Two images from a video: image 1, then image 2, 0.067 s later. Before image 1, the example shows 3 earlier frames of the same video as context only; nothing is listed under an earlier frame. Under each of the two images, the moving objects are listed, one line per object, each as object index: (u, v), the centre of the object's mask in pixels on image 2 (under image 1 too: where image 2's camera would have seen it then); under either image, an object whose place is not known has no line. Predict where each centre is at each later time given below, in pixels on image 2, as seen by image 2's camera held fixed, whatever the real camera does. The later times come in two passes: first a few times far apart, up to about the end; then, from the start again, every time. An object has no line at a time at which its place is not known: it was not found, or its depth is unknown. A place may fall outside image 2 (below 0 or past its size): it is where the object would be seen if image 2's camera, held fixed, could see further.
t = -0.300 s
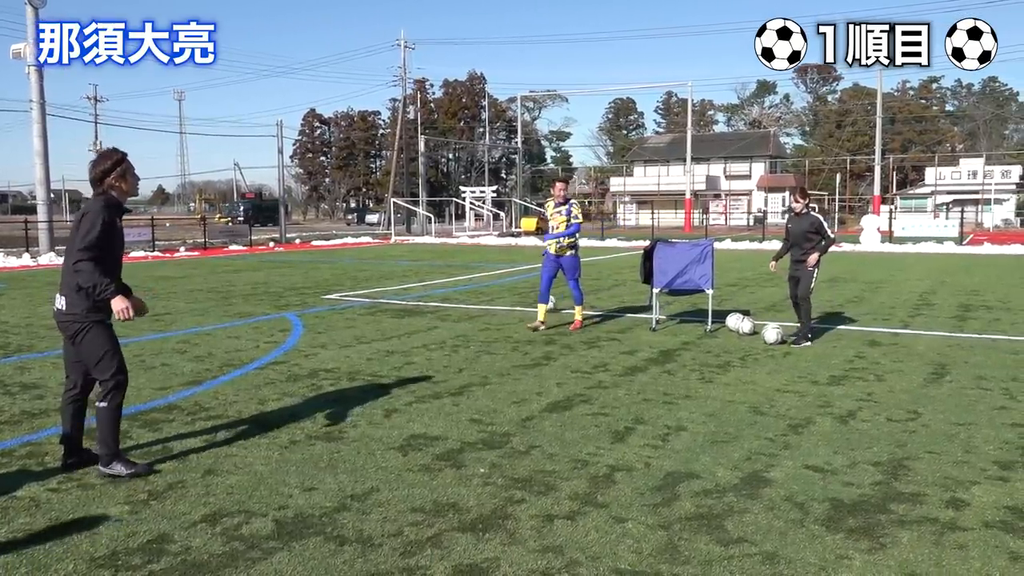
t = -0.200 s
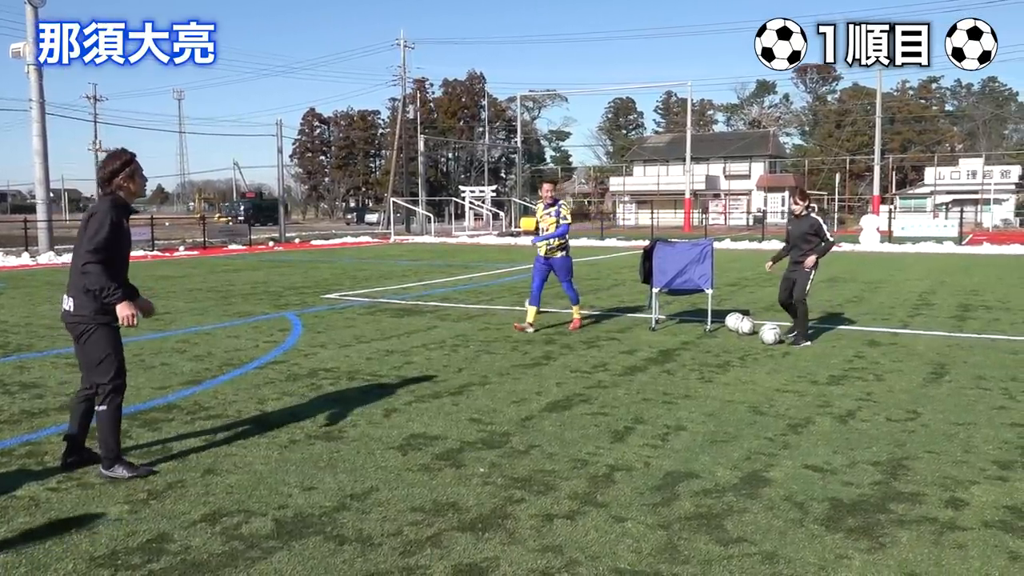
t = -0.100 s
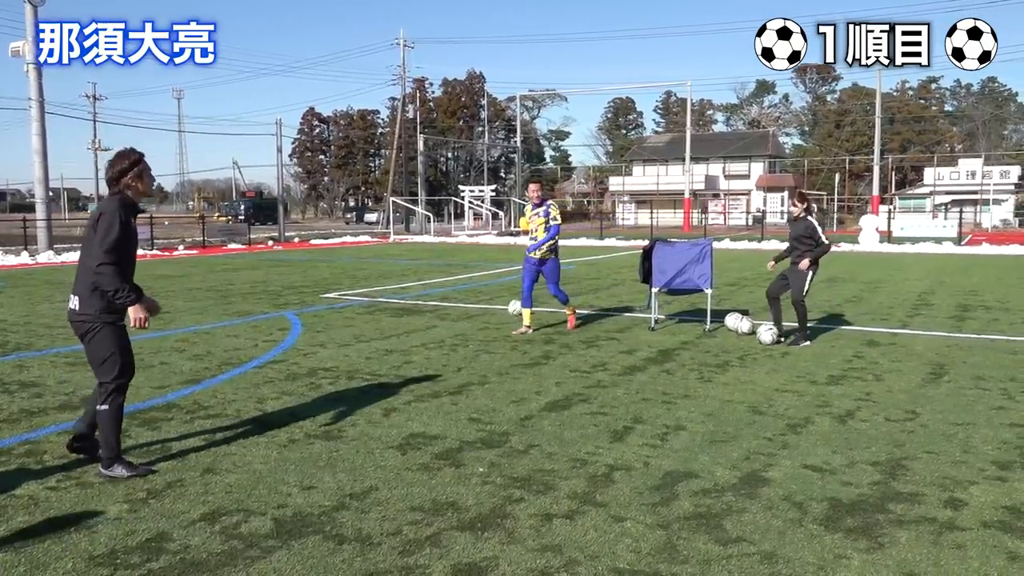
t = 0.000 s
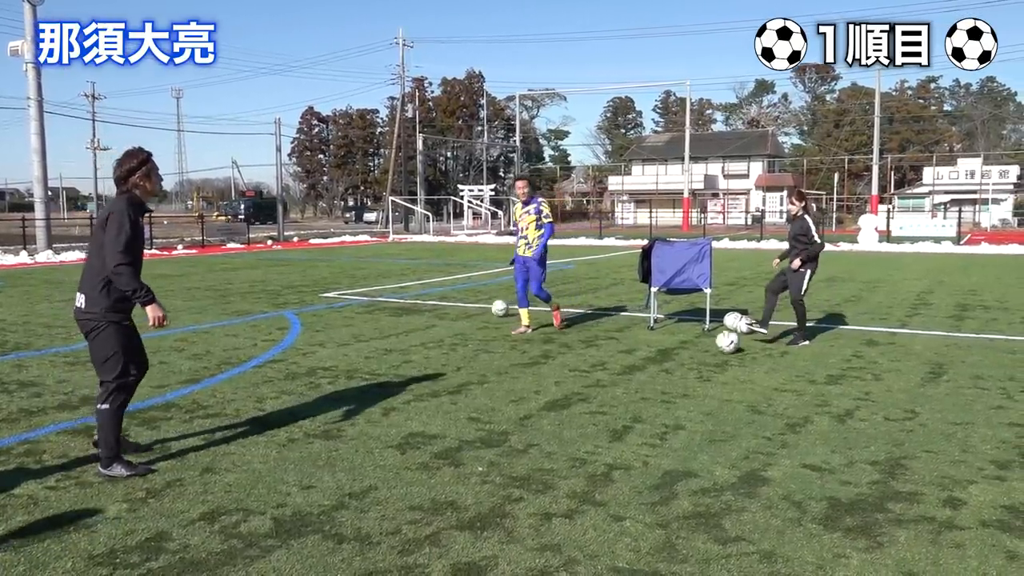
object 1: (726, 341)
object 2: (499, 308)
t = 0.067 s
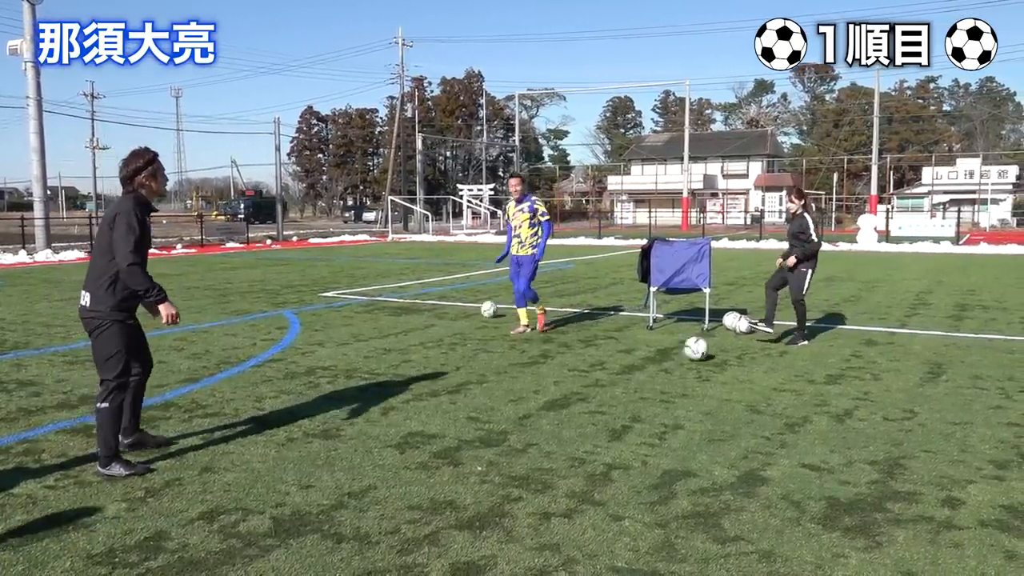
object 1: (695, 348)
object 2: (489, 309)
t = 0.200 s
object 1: (631, 364)
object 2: (466, 311)
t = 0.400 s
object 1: (529, 391)
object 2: (434, 315)
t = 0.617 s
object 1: (411, 419)
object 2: (399, 319)
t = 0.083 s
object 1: (688, 349)
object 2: (486, 309)
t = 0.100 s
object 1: (681, 350)
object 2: (483, 309)
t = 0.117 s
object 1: (673, 352)
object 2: (481, 310)
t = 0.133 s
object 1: (665, 354)
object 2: (478, 310)
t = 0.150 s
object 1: (657, 355)
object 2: (475, 311)
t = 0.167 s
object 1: (649, 358)
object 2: (472, 311)
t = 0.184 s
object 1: (641, 361)
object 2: (469, 311)
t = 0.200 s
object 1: (631, 364)
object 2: (466, 311)
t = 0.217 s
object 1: (623, 367)
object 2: (463, 312)
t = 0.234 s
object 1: (615, 371)
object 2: (461, 312)
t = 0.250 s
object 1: (606, 372)
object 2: (459, 313)
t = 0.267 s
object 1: (598, 373)
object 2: (456, 313)
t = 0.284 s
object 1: (590, 374)
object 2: (454, 314)
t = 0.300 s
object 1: (582, 376)
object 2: (450, 313)
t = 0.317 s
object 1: (573, 378)
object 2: (448, 314)
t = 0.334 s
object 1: (564, 381)
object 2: (445, 314)
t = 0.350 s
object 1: (555, 384)
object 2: (443, 314)
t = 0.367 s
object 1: (546, 387)
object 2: (440, 314)
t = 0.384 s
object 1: (537, 391)
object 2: (437, 315)
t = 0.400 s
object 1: (529, 391)
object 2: (434, 315)
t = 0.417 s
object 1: (521, 392)
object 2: (431, 315)
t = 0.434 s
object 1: (512, 392)
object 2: (429, 315)
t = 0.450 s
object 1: (504, 394)
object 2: (426, 316)
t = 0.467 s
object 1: (495, 395)
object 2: (423, 316)
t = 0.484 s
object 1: (486, 397)
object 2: (421, 316)
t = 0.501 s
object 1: (477, 400)
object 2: (418, 317)
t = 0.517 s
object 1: (468, 402)
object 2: (415, 317)
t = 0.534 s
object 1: (458, 407)
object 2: (412, 317)
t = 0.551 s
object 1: (449, 410)
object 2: (410, 318)
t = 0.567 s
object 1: (440, 415)
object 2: (408, 319)
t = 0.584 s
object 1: (430, 417)
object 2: (405, 319)
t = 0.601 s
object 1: (420, 417)
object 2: (402, 319)
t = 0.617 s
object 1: (411, 419)
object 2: (399, 319)
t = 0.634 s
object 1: (401, 420)
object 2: (397, 319)
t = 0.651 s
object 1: (390, 422)
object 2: (394, 319)
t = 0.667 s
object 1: (379, 425)
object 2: (391, 320)
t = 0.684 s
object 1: (368, 428)
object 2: (388, 321)
